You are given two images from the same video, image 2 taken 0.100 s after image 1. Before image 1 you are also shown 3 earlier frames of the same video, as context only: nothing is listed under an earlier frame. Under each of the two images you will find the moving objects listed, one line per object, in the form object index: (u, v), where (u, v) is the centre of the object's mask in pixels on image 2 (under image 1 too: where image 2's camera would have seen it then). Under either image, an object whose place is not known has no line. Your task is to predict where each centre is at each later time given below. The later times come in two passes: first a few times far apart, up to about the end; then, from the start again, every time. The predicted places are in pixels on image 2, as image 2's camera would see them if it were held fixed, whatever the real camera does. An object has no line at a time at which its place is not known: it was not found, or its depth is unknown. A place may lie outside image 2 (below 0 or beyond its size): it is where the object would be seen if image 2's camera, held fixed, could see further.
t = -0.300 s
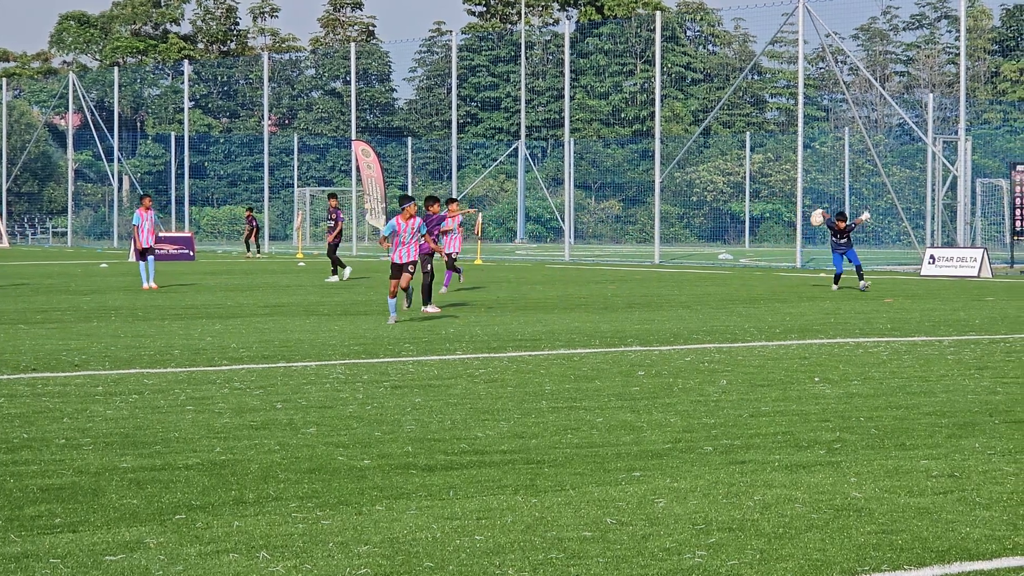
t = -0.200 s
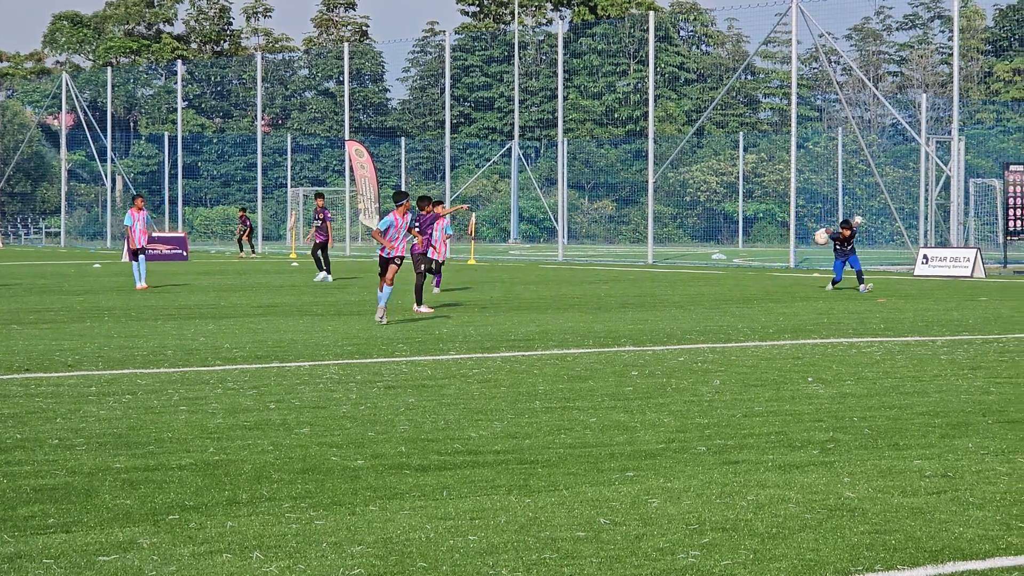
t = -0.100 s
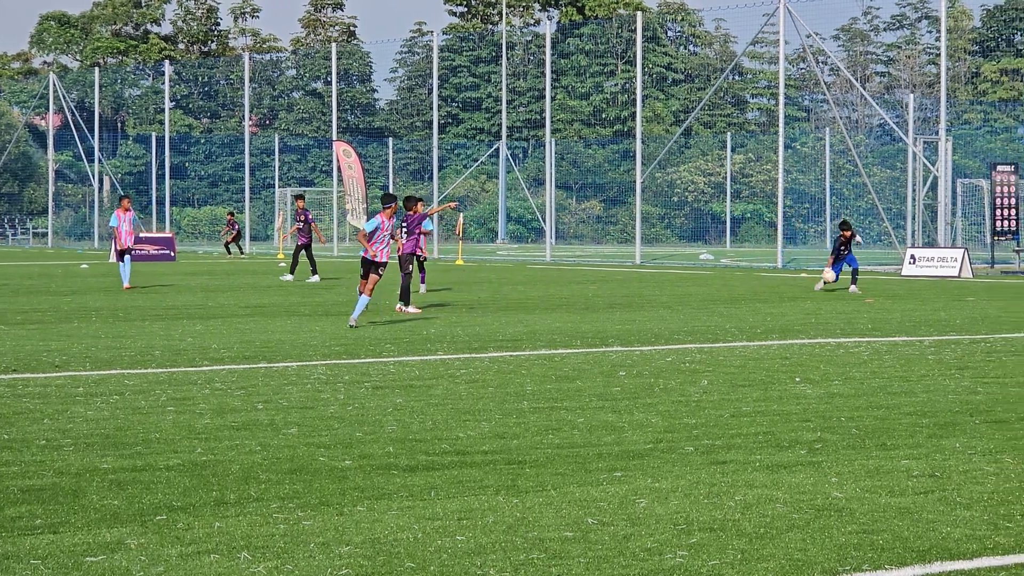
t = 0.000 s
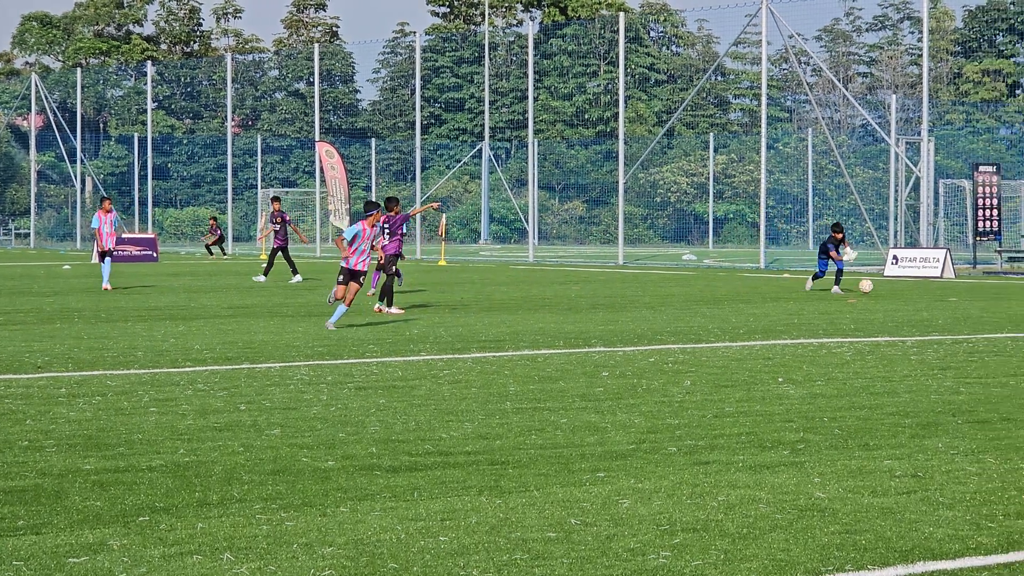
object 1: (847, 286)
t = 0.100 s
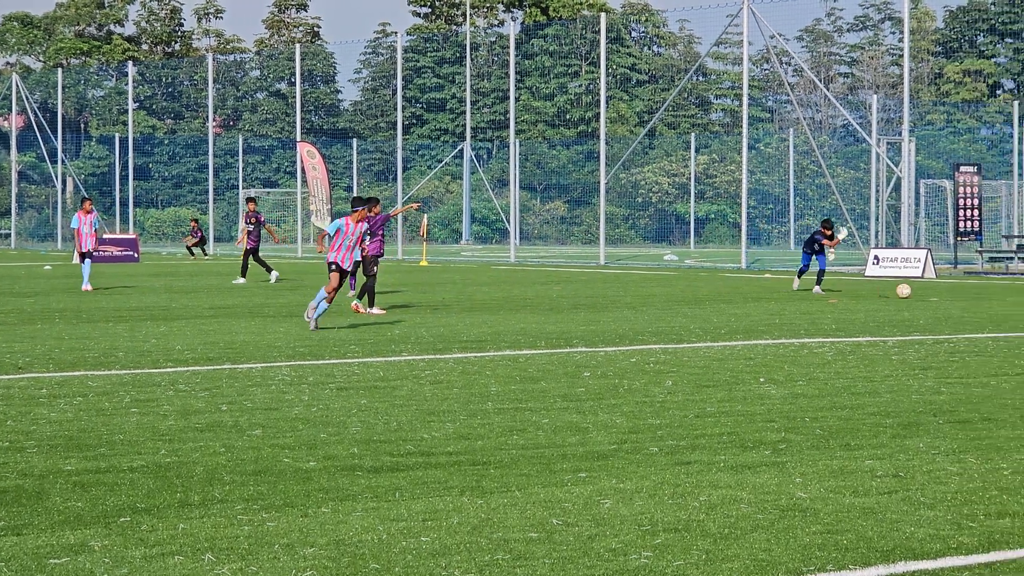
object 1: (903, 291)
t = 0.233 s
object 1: (975, 294)
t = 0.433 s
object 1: (1072, 297)
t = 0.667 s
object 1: (1187, 303)
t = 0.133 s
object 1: (921, 290)
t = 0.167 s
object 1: (939, 290)
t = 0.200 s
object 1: (957, 291)
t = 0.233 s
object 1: (975, 294)
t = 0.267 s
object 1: (993, 296)
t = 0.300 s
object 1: (1009, 295)
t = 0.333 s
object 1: (1024, 295)
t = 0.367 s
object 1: (1040, 294)
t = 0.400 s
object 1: (1056, 296)
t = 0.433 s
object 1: (1072, 297)
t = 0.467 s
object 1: (1089, 299)
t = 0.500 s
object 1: (1104, 299)
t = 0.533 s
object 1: (1120, 298)
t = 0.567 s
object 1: (1136, 298)
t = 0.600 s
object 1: (1153, 299)
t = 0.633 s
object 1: (1170, 301)
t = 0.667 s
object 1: (1187, 303)
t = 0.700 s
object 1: (1204, 304)
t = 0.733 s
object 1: (1222, 304)
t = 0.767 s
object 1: (1240, 304)
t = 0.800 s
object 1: (1258, 305)
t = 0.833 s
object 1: (1276, 306)
